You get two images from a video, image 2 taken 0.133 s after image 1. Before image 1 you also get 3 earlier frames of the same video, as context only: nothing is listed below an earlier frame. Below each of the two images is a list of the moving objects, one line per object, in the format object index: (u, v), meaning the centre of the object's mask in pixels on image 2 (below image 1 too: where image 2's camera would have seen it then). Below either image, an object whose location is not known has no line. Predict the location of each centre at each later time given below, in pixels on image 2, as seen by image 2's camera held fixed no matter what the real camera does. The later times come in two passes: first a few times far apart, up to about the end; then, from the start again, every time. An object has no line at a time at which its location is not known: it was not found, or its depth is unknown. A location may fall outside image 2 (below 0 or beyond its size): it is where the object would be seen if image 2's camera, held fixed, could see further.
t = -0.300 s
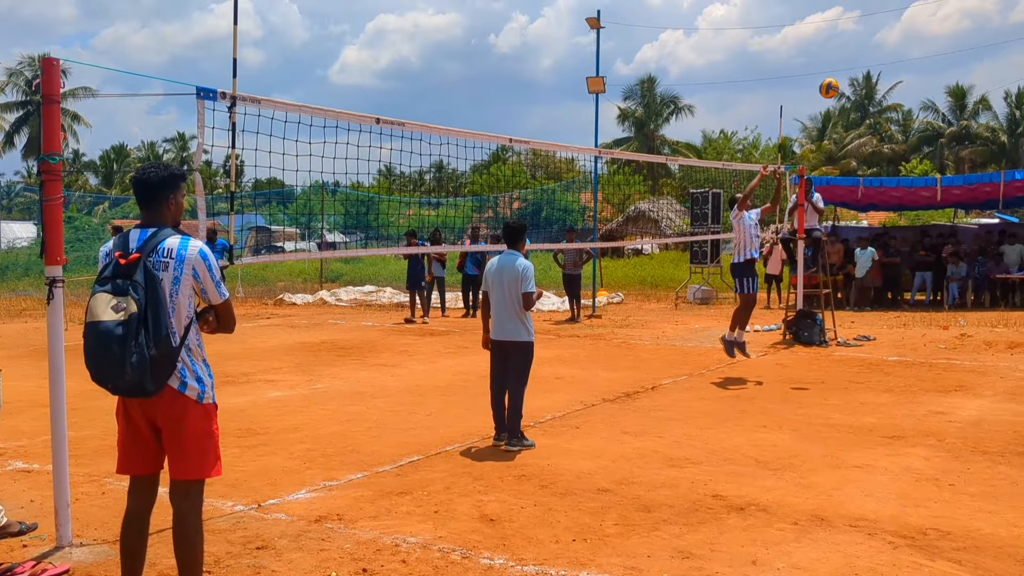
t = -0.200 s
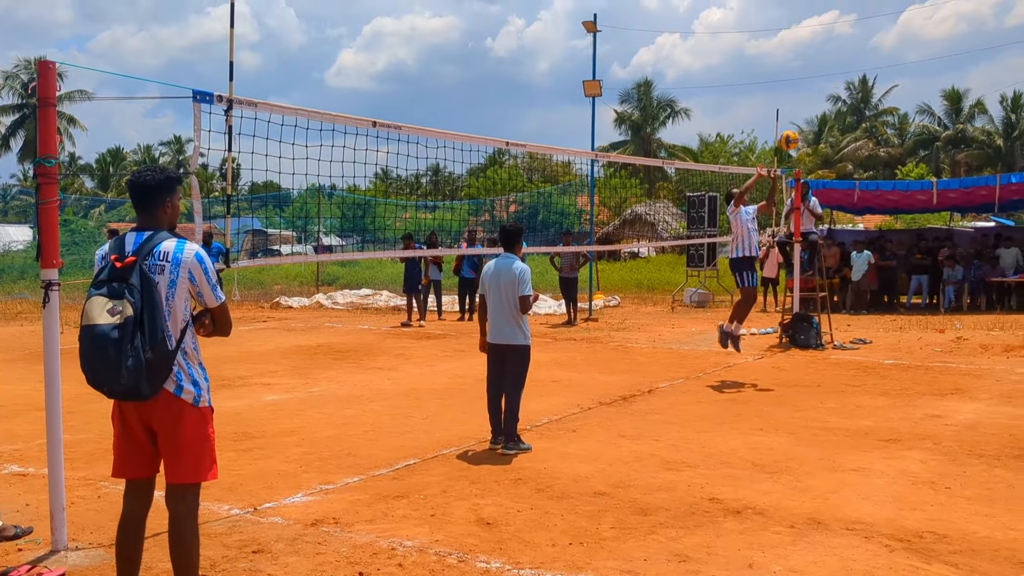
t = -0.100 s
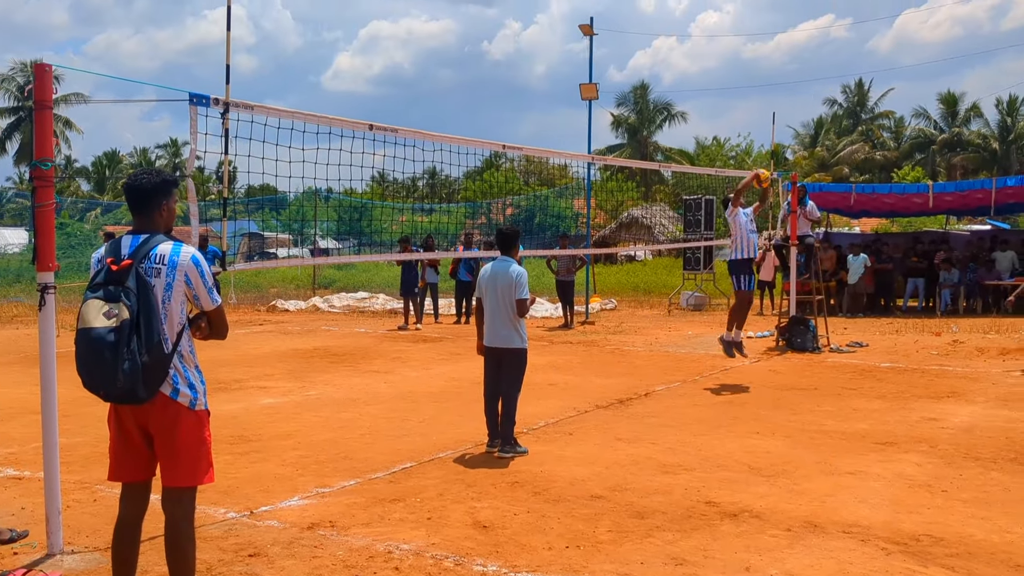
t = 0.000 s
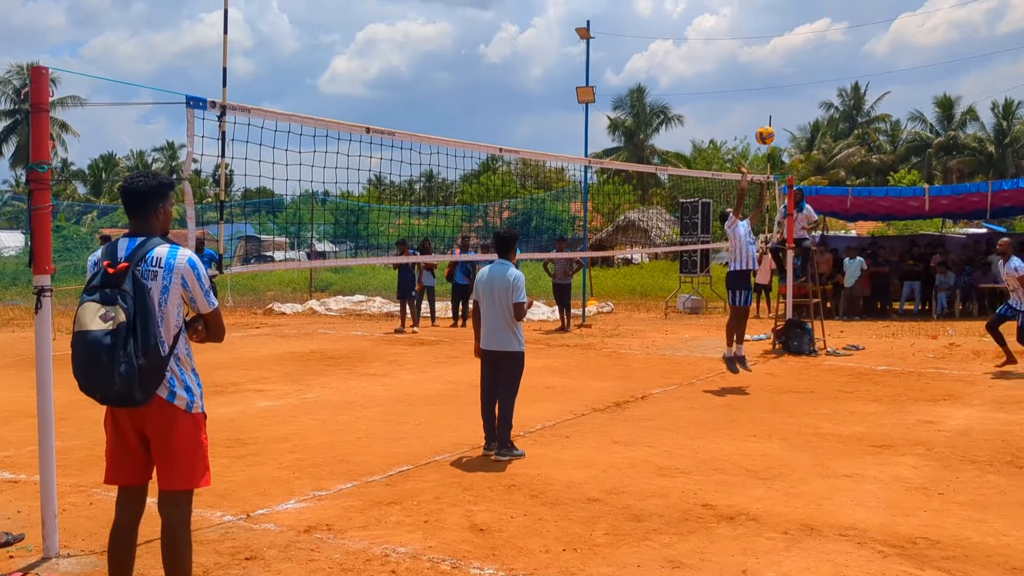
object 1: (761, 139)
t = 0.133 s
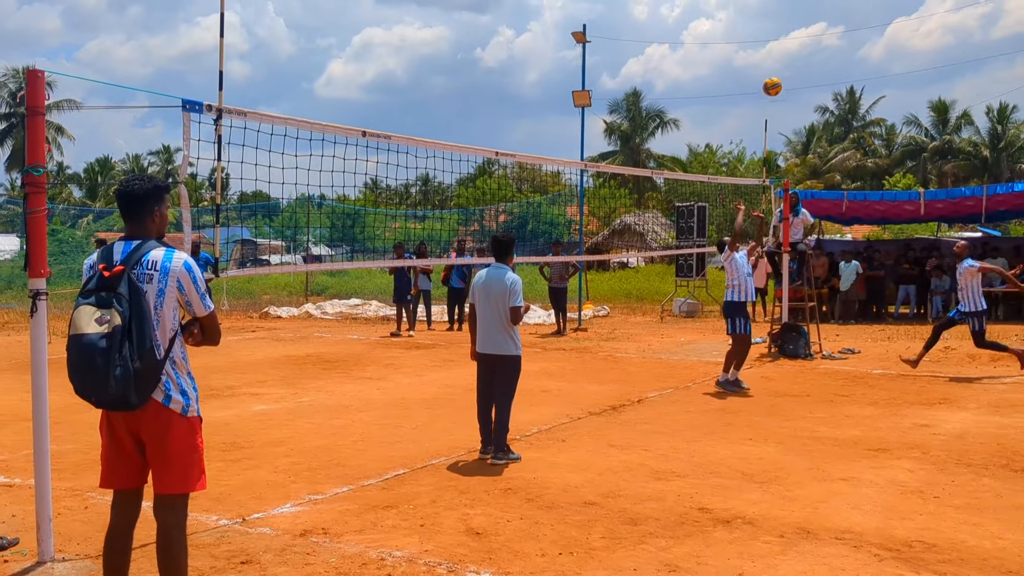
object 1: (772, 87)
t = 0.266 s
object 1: (783, 51)
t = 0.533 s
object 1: (803, 30)
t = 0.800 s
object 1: (820, 68)
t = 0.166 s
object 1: (775, 76)
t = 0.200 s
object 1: (778, 67)
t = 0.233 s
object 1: (780, 58)
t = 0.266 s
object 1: (783, 51)
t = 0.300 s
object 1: (785, 45)
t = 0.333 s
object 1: (788, 40)
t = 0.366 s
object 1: (790, 36)
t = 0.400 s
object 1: (793, 33)
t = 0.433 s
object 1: (795, 31)
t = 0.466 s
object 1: (798, 30)
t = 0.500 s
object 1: (800, 30)
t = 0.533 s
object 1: (803, 30)
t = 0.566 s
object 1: (805, 32)
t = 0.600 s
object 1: (807, 35)
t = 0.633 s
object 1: (809, 38)
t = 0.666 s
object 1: (812, 43)
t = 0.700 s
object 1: (814, 48)
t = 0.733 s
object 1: (816, 54)
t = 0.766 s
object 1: (818, 61)
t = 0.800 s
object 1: (820, 68)
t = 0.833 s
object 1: (822, 77)
